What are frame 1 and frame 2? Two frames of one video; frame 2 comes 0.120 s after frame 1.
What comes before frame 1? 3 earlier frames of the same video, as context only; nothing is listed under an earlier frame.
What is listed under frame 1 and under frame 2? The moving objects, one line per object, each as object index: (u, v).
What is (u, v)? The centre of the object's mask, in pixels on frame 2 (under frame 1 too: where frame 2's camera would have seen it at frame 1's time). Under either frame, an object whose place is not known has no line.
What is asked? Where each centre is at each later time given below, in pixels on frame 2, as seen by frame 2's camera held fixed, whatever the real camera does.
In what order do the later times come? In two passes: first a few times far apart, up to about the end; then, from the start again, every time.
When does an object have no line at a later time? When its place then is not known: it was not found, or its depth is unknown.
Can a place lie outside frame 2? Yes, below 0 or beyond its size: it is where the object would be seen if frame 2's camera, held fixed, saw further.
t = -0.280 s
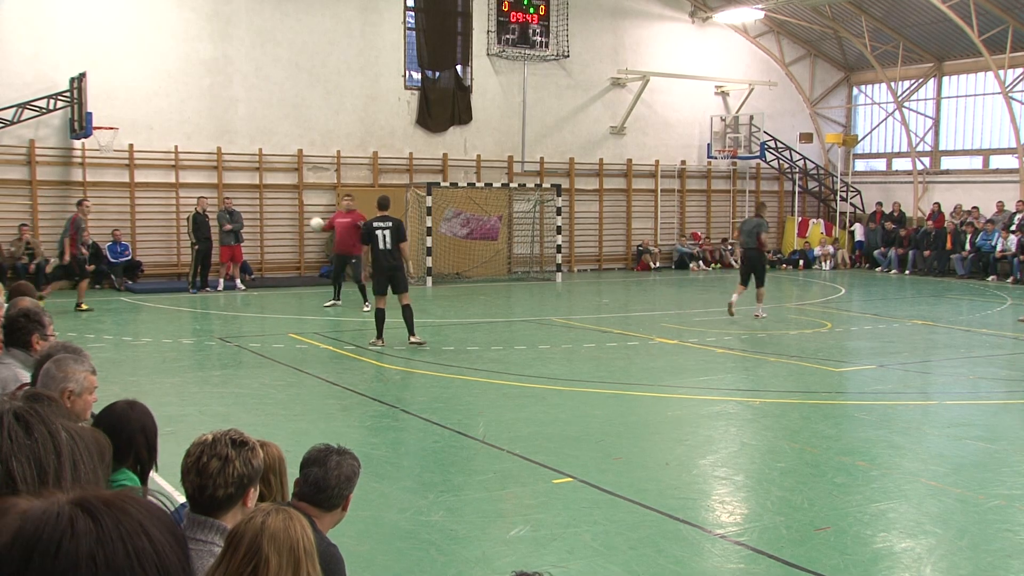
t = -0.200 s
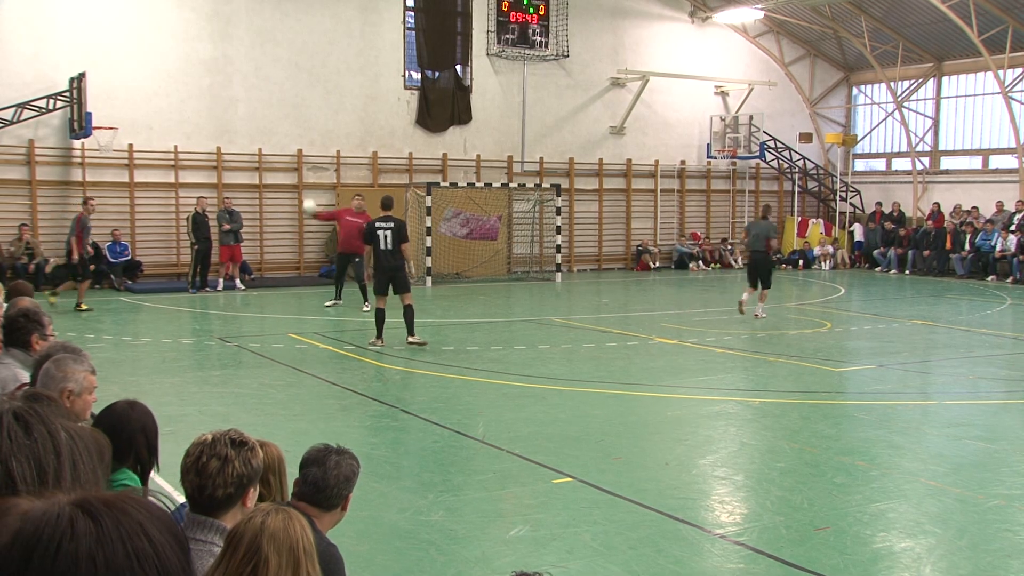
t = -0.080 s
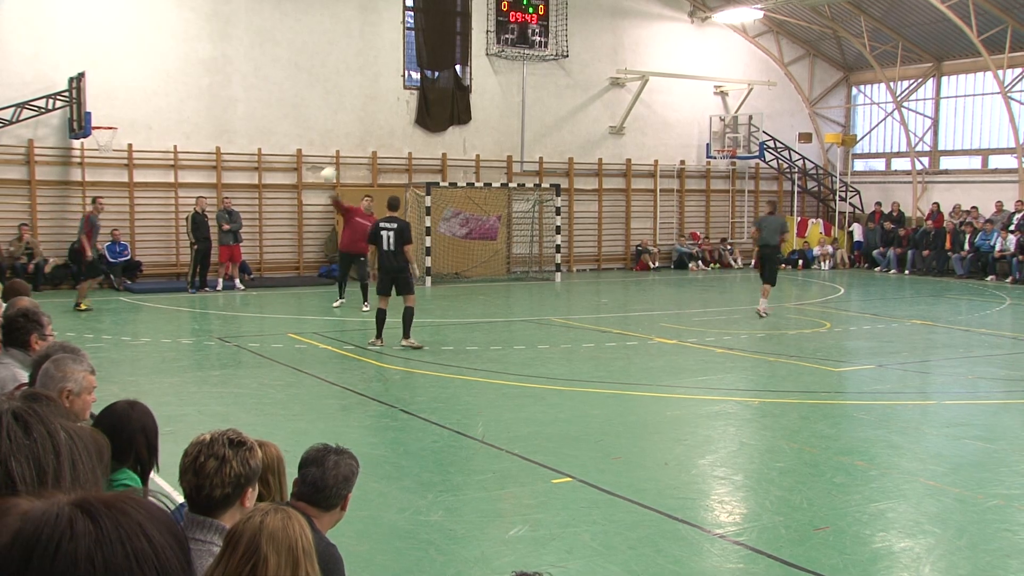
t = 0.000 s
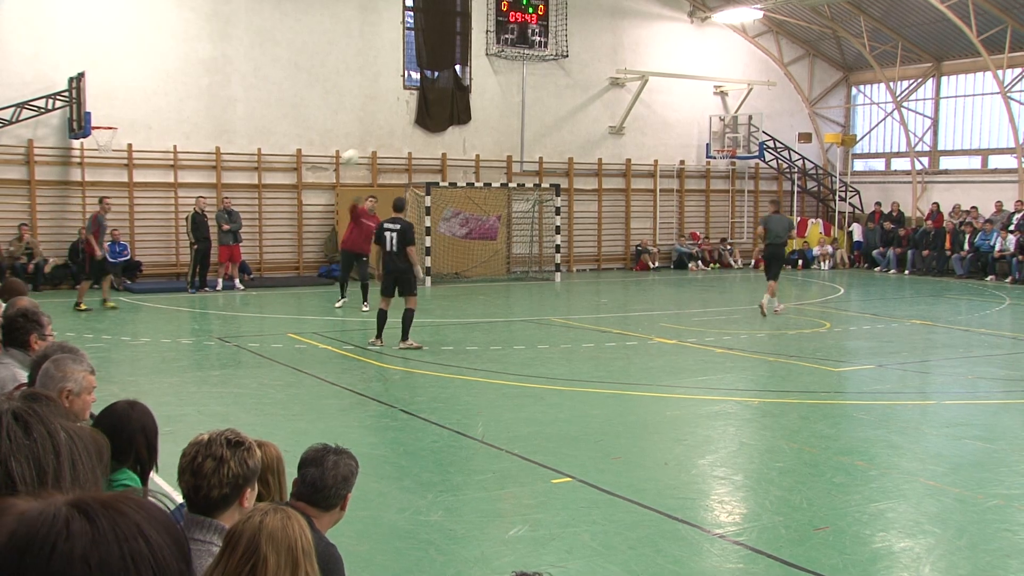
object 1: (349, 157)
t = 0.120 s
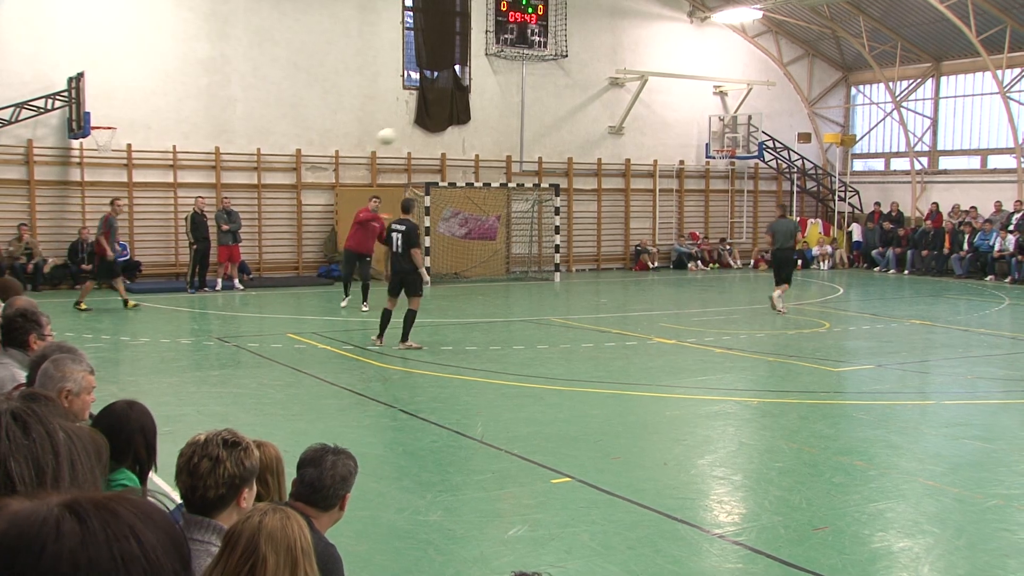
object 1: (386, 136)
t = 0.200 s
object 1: (414, 126)
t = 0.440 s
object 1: (508, 120)
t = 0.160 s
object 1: (400, 131)
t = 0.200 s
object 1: (414, 126)
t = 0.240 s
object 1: (428, 122)
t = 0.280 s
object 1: (442, 120)
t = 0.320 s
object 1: (458, 118)
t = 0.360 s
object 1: (474, 117)
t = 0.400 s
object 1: (491, 118)
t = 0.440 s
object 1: (508, 120)
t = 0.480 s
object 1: (527, 124)
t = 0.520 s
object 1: (547, 130)
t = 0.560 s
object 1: (566, 138)
